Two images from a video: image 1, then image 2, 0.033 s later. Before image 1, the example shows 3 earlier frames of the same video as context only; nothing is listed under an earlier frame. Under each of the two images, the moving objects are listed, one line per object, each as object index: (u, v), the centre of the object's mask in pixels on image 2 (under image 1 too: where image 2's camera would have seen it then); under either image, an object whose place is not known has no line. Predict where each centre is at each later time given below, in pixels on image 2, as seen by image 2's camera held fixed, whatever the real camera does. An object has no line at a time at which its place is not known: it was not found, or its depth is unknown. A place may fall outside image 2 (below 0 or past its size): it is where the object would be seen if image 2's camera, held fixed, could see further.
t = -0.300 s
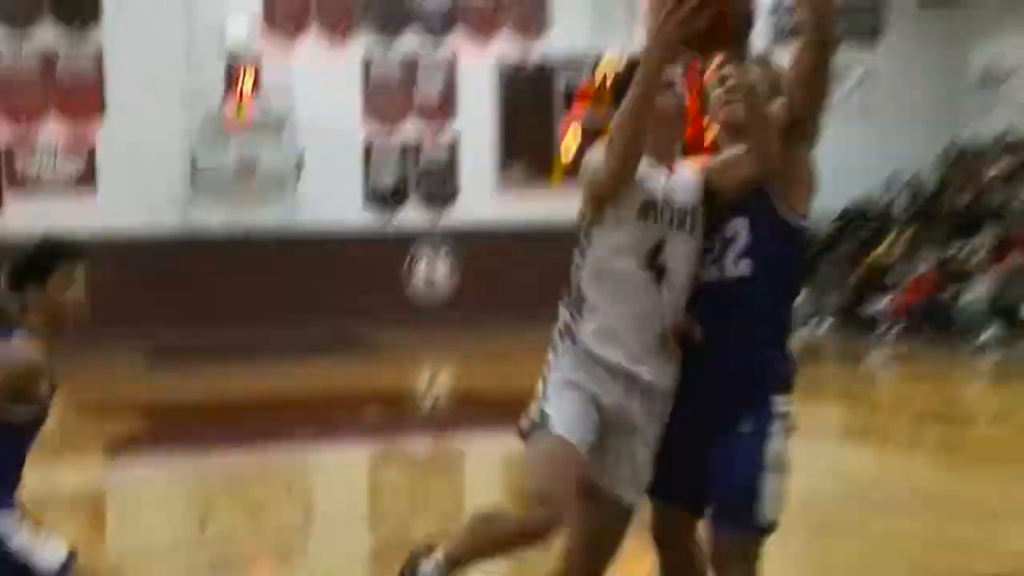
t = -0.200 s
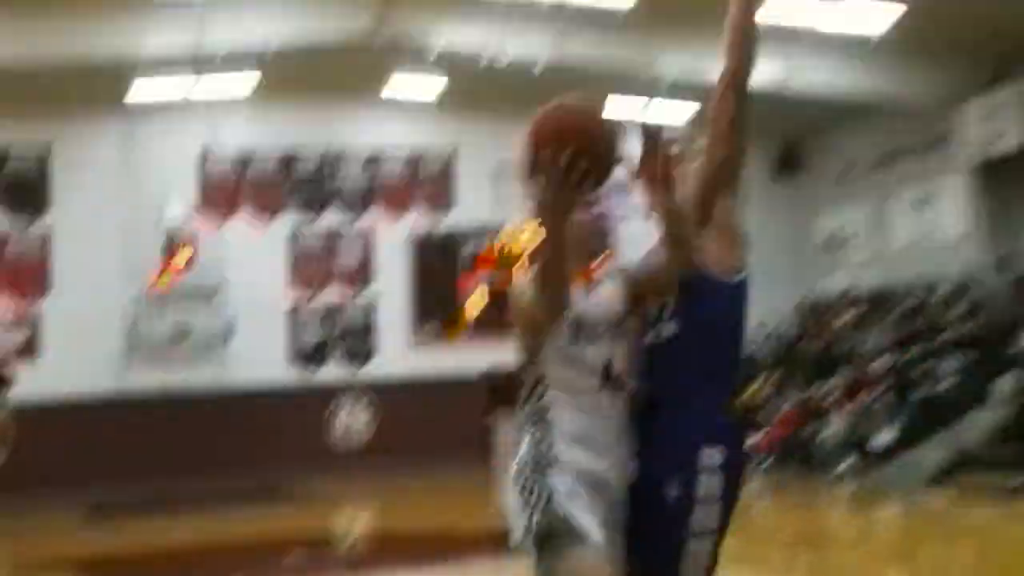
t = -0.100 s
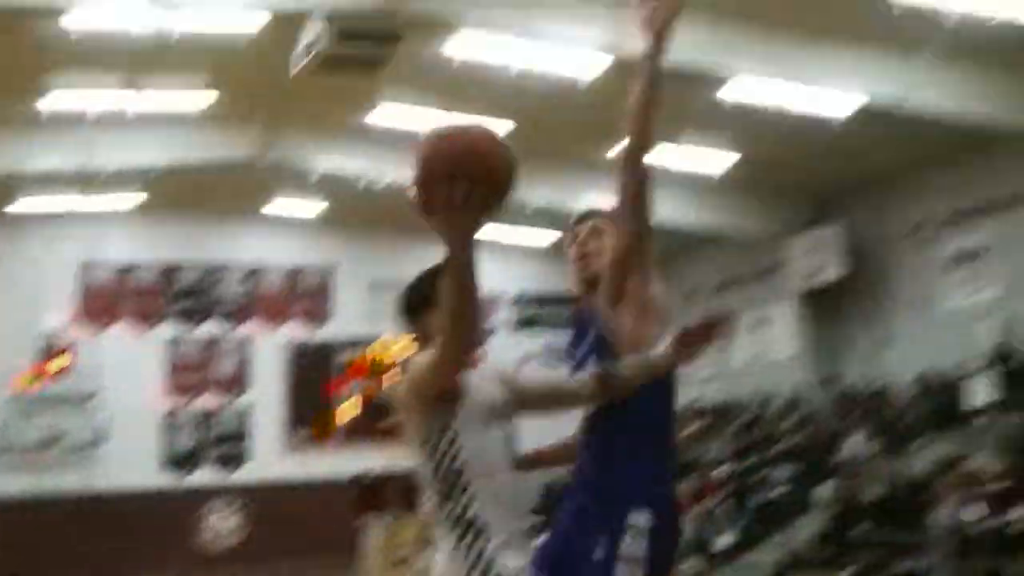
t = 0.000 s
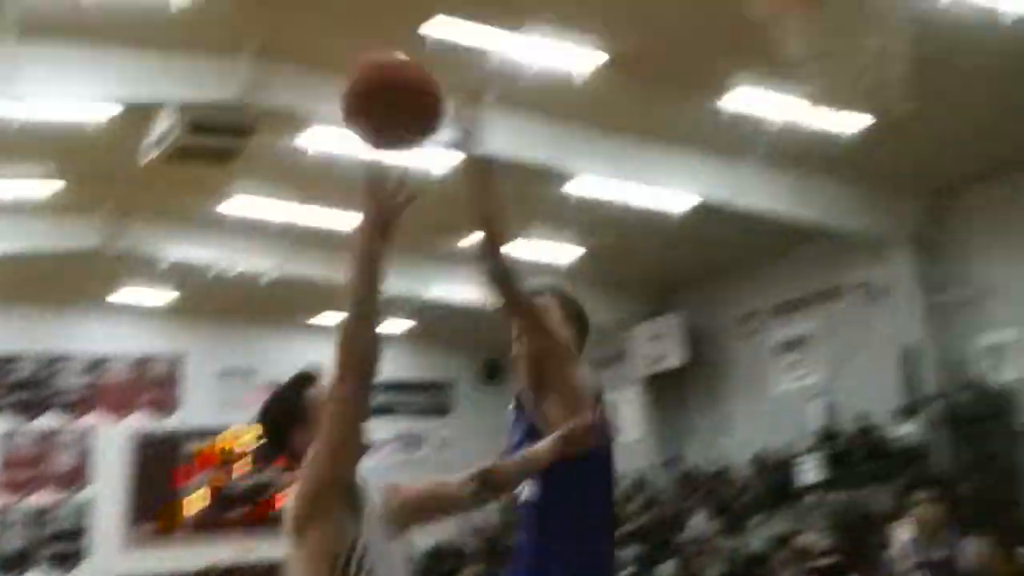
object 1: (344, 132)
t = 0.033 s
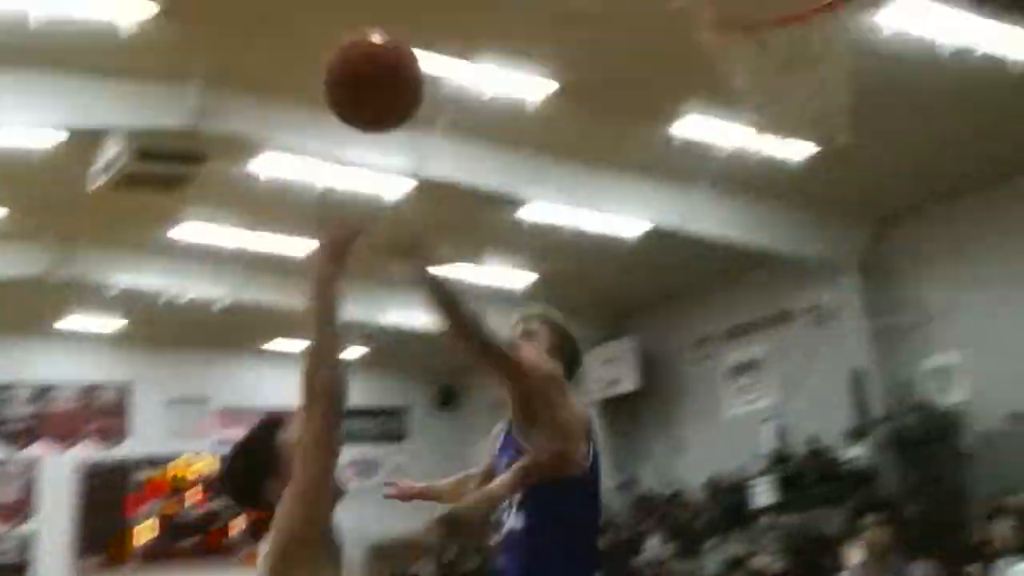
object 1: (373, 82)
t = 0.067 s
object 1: (403, 35)
